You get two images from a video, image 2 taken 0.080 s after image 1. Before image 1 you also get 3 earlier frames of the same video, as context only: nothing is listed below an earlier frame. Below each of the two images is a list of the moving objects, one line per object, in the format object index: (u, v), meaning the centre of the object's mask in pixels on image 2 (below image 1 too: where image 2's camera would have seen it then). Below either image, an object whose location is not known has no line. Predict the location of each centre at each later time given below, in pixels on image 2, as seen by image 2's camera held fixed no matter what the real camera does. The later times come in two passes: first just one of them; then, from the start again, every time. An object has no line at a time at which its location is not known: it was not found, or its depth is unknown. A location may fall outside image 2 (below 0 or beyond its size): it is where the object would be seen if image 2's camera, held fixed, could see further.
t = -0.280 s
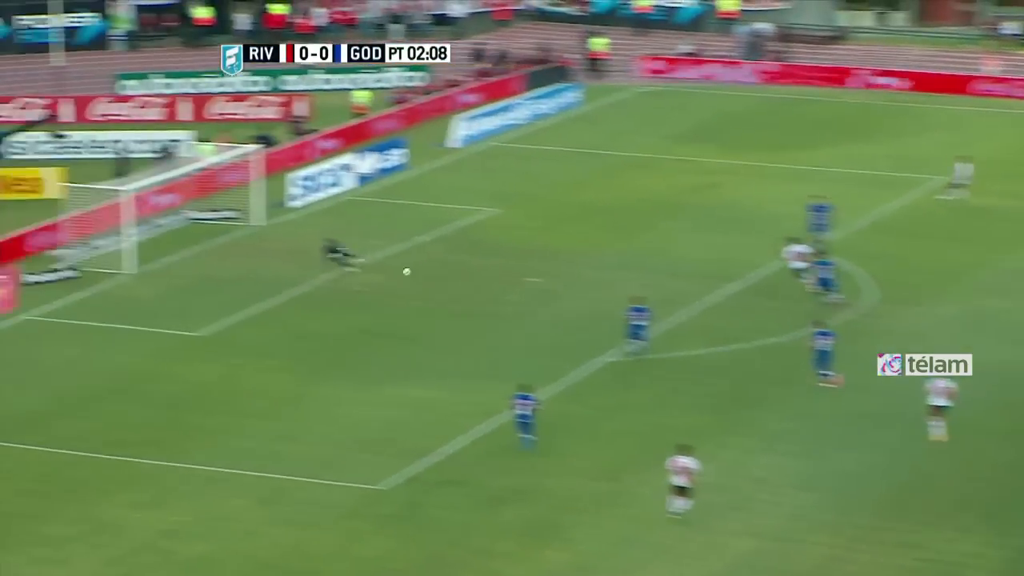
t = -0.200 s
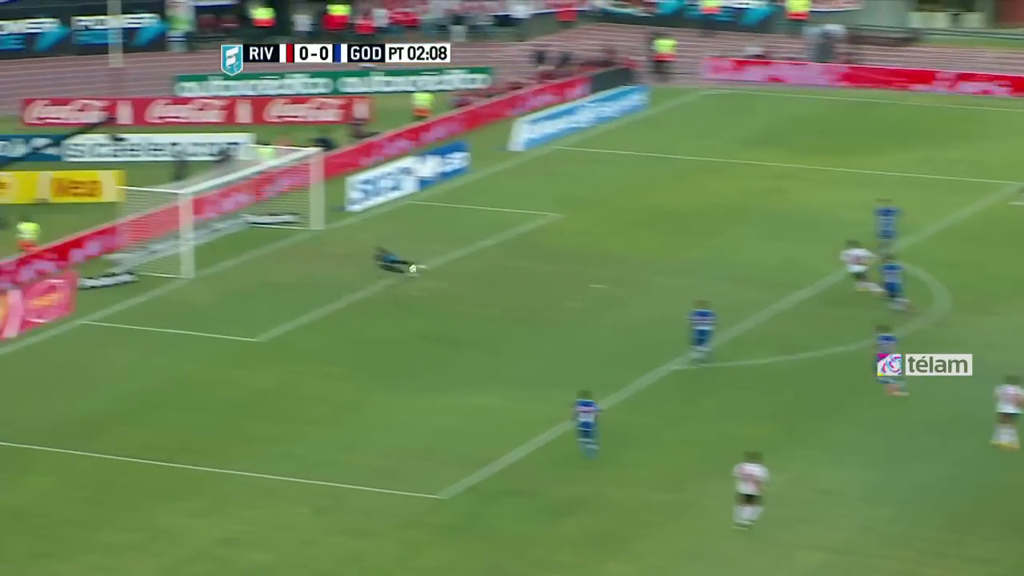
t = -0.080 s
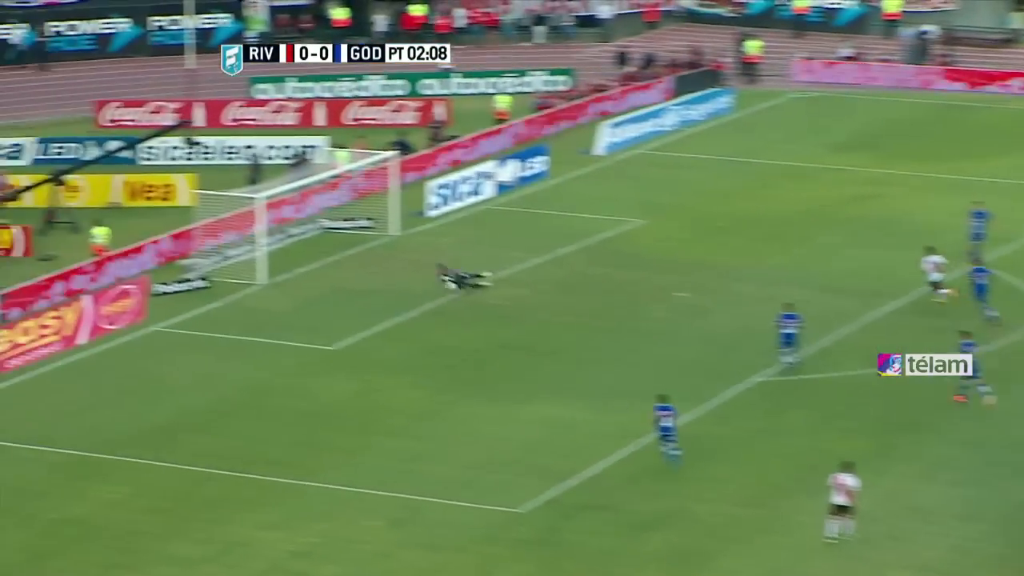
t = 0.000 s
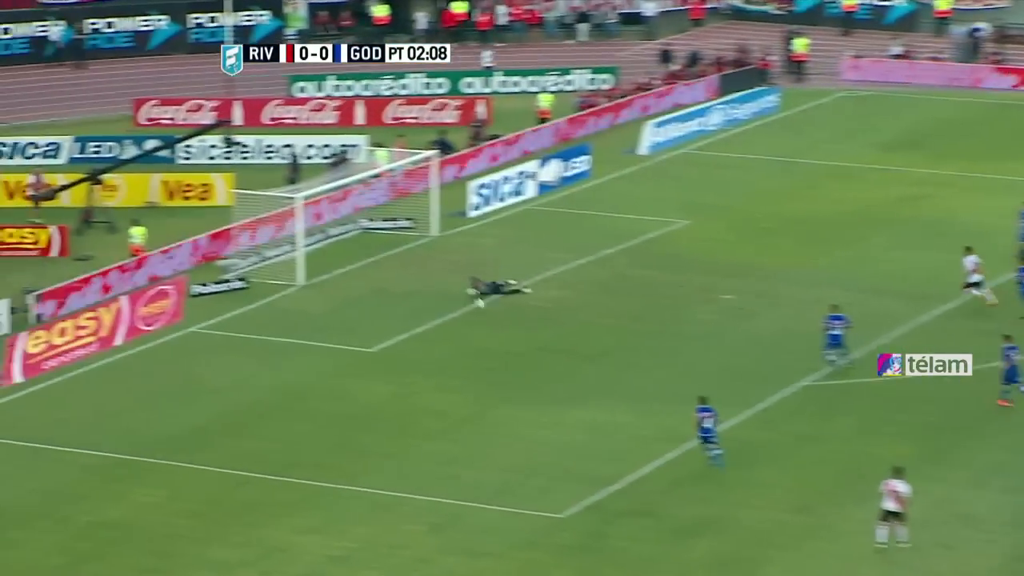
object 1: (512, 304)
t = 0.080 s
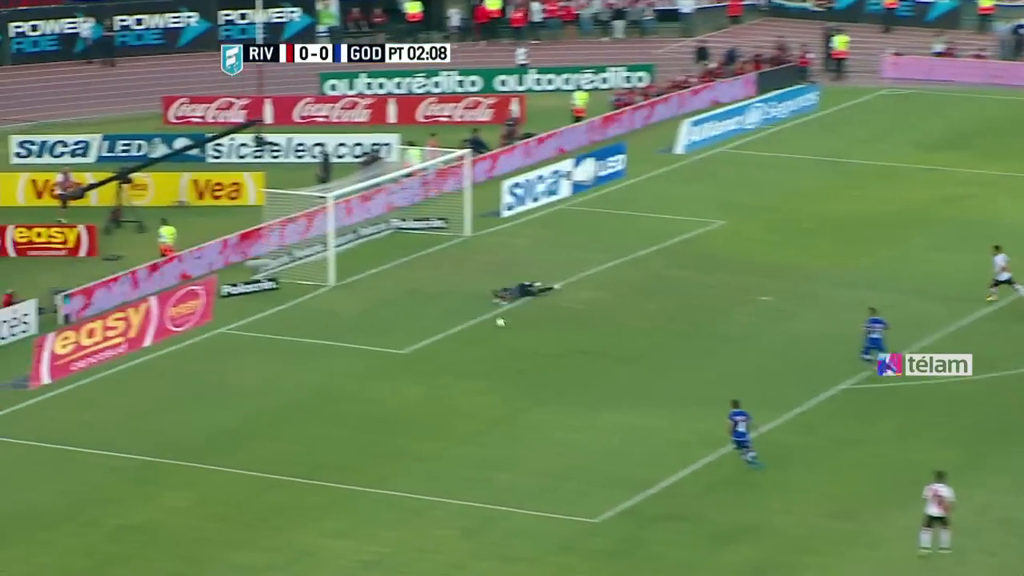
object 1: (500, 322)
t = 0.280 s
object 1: (478, 328)
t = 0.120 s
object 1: (496, 323)
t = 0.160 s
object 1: (491, 323)
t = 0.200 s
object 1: (487, 324)
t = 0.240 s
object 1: (483, 326)
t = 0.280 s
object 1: (478, 328)
